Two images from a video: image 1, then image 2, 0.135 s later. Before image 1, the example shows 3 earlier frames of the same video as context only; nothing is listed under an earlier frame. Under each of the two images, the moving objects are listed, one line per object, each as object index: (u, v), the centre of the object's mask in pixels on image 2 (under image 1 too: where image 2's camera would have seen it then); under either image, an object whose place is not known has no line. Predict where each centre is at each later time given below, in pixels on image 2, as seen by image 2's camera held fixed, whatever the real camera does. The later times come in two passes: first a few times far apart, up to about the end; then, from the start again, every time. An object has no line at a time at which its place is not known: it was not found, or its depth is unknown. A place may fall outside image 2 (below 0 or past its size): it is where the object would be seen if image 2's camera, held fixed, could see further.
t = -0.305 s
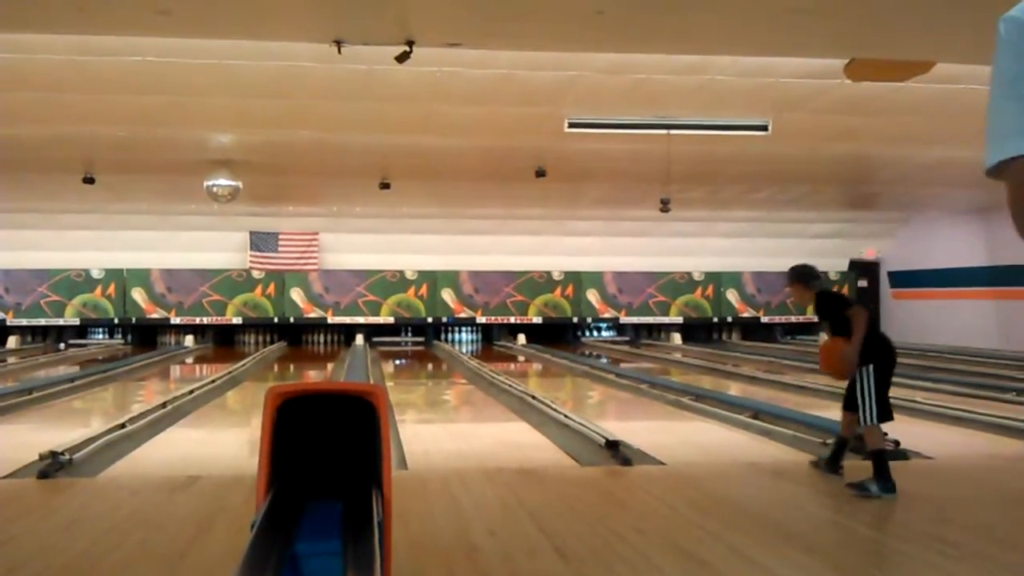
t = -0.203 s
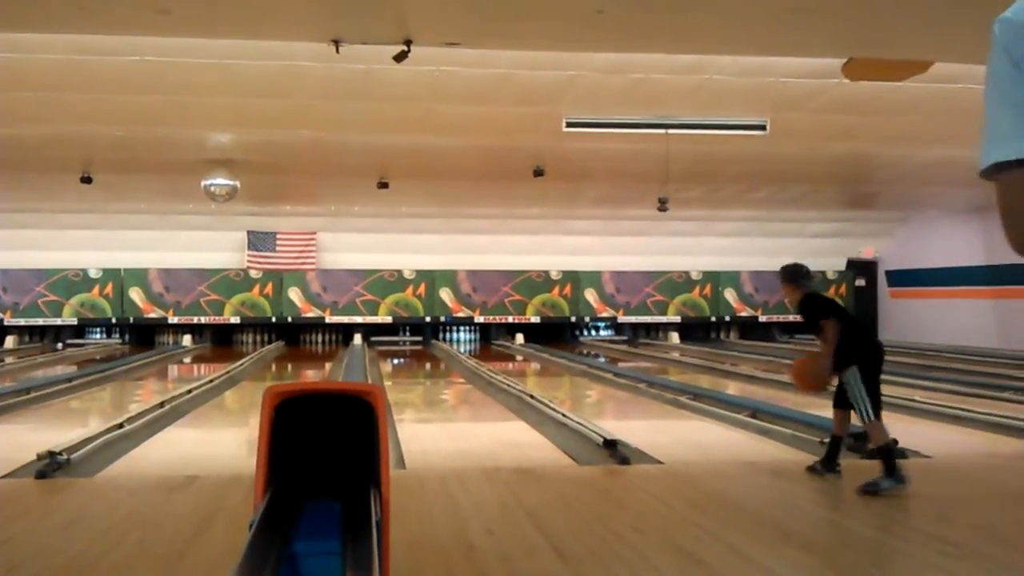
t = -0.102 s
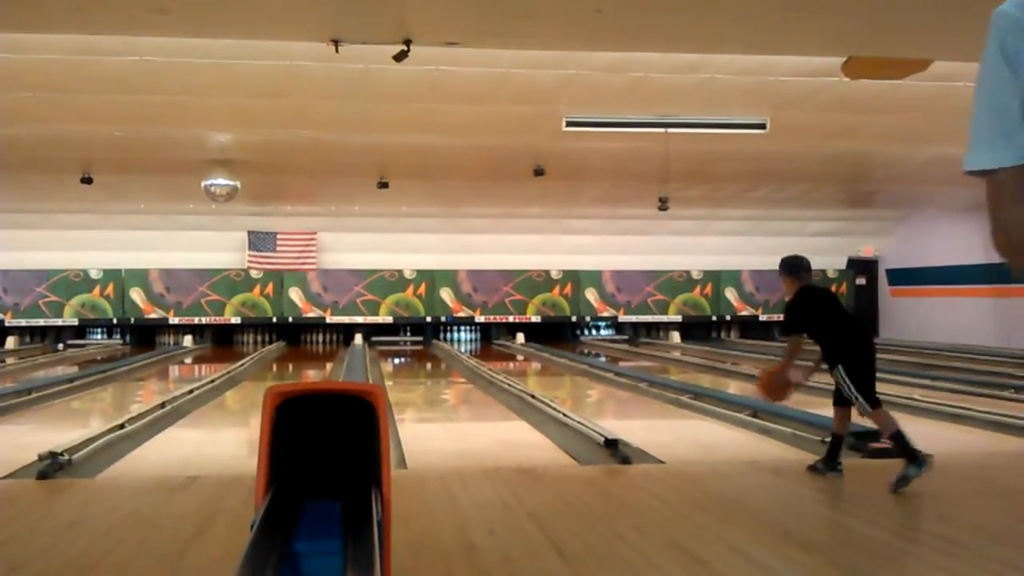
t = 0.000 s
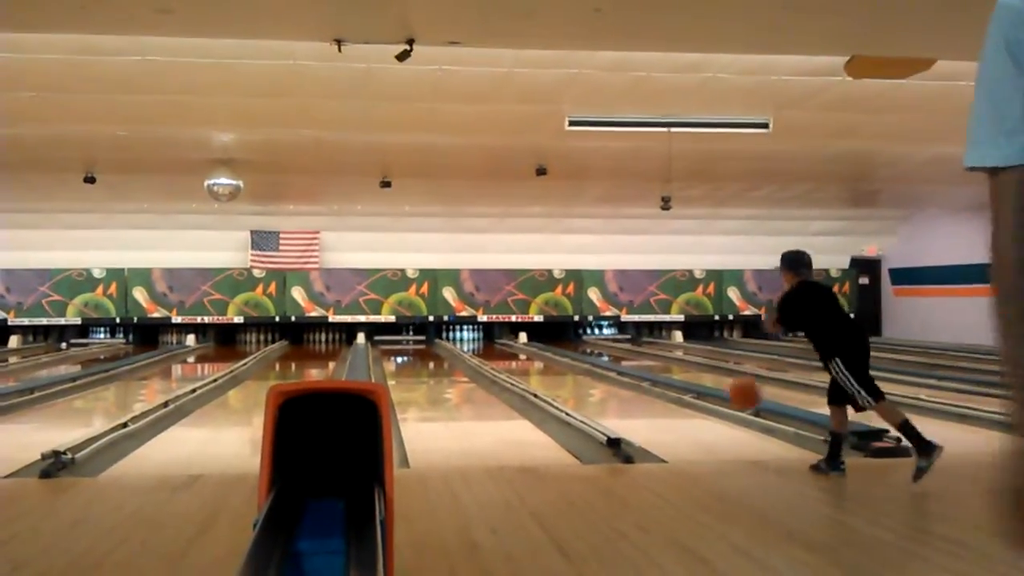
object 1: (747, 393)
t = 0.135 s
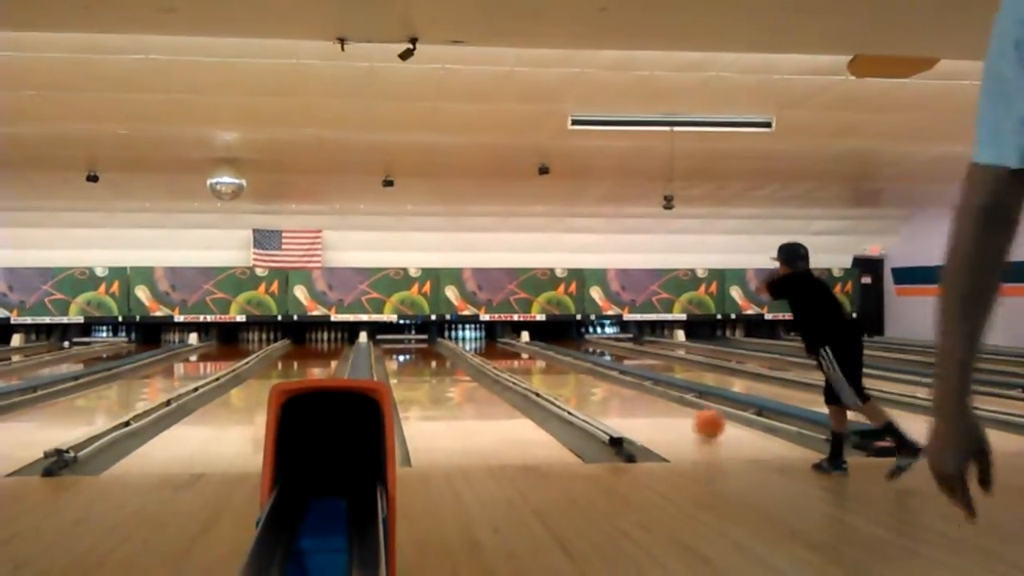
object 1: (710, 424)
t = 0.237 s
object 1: (686, 418)
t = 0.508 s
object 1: (638, 403)
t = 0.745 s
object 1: (607, 392)
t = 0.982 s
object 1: (582, 384)
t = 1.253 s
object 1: (559, 376)
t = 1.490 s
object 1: (543, 369)
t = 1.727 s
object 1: (529, 366)
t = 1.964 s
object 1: (518, 361)
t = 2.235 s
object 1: (506, 356)
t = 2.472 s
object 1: (497, 352)
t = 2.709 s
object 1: (490, 349)
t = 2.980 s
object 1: (483, 346)
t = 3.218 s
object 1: (477, 344)
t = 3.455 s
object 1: (471, 344)
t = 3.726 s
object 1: (465, 342)
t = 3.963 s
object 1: (459, 339)
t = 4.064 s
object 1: (457, 339)
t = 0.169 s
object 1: (700, 422)
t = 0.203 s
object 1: (693, 419)
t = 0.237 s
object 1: (686, 418)
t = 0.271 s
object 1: (679, 416)
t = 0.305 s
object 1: (673, 414)
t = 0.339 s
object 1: (666, 411)
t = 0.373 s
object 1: (660, 409)
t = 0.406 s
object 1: (654, 407)
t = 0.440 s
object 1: (649, 405)
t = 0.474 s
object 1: (643, 404)
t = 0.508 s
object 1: (638, 403)
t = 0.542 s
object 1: (633, 401)
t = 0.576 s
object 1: (628, 399)
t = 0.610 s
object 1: (623, 398)
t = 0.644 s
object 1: (619, 396)
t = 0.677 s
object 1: (615, 395)
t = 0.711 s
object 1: (611, 393)
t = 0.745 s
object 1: (607, 392)
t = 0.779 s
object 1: (602, 390)
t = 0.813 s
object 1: (599, 389)
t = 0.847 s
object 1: (596, 387)
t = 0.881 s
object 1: (590, 386)
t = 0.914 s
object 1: (588, 385)
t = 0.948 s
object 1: (584, 385)
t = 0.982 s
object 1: (582, 384)
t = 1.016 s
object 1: (579, 383)
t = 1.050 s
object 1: (577, 381)
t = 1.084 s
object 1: (574, 381)
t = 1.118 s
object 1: (570, 379)
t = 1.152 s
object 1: (567, 378)
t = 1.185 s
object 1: (564, 378)
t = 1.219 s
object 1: (562, 377)
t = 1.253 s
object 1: (559, 376)
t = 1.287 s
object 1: (557, 375)
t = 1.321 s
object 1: (555, 374)
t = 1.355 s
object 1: (552, 373)
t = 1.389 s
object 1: (550, 372)
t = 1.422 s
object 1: (548, 371)
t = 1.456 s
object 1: (545, 370)
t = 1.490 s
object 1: (543, 369)
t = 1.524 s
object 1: (542, 369)
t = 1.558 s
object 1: (540, 369)
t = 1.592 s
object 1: (538, 368)
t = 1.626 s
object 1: (538, 367)
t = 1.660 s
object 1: (537, 366)
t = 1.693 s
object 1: (536, 366)
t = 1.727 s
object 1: (529, 366)
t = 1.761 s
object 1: (526, 365)
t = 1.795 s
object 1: (526, 364)
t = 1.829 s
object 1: (525, 363)
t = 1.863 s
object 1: (524, 363)
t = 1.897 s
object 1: (522, 362)
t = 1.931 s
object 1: (521, 362)
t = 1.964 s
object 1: (518, 361)
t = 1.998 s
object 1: (516, 360)
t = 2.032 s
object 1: (515, 360)
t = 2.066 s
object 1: (513, 359)
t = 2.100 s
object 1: (511, 359)
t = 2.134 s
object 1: (510, 358)
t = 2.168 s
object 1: (508, 358)
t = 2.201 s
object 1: (508, 357)
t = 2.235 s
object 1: (506, 356)
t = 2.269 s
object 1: (505, 355)
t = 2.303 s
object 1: (503, 355)
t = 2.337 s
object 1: (502, 354)
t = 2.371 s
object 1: (501, 354)
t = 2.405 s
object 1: (499, 354)
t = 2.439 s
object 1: (498, 353)
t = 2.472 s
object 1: (497, 352)
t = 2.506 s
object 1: (496, 352)
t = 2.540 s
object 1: (495, 351)
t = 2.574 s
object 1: (494, 351)
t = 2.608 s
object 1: (493, 350)
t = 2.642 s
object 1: (491, 350)
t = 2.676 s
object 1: (490, 350)
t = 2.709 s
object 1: (490, 349)
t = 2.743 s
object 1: (489, 349)
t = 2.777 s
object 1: (488, 348)
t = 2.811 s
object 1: (487, 348)
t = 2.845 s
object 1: (486, 348)
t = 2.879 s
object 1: (485, 347)
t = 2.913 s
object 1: (484, 347)
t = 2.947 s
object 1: (483, 347)
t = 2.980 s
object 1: (483, 346)
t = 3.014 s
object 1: (481, 346)
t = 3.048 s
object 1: (480, 345)
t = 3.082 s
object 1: (479, 345)
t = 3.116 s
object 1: (479, 345)
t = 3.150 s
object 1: (479, 344)
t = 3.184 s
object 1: (478, 344)
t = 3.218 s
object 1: (477, 344)
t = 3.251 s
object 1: (476, 344)
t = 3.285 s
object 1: (474, 344)
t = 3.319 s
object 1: (474, 344)
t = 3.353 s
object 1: (474, 344)
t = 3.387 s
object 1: (472, 344)
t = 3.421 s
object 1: (471, 343)
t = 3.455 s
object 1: (471, 344)
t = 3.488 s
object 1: (470, 343)
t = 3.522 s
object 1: (469, 343)
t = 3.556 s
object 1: (468, 343)
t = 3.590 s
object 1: (467, 342)
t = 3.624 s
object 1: (467, 342)
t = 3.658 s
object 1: (466, 342)
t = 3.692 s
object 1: (466, 342)
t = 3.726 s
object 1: (465, 342)
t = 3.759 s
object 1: (463, 342)
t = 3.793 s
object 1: (463, 341)
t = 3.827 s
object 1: (462, 341)
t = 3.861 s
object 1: (461, 341)
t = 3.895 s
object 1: (461, 341)
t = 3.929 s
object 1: (459, 339)
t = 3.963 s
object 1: (459, 339)
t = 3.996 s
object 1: (458, 339)
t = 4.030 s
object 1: (458, 339)
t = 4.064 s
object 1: (457, 339)
